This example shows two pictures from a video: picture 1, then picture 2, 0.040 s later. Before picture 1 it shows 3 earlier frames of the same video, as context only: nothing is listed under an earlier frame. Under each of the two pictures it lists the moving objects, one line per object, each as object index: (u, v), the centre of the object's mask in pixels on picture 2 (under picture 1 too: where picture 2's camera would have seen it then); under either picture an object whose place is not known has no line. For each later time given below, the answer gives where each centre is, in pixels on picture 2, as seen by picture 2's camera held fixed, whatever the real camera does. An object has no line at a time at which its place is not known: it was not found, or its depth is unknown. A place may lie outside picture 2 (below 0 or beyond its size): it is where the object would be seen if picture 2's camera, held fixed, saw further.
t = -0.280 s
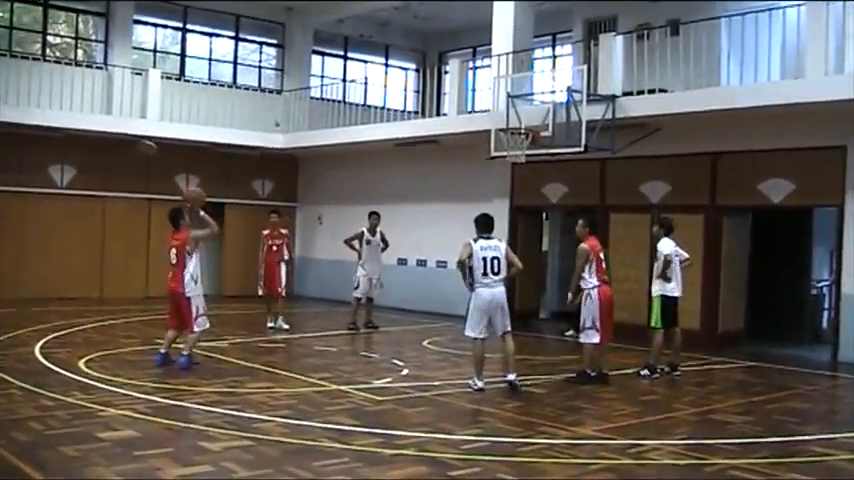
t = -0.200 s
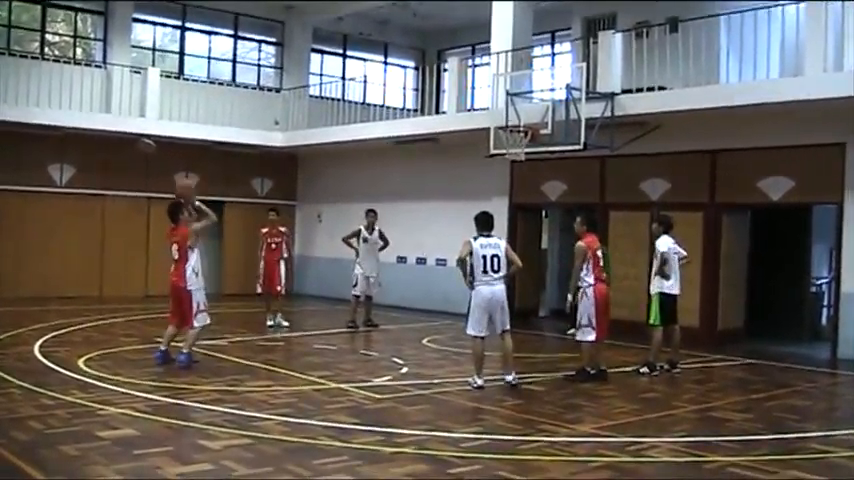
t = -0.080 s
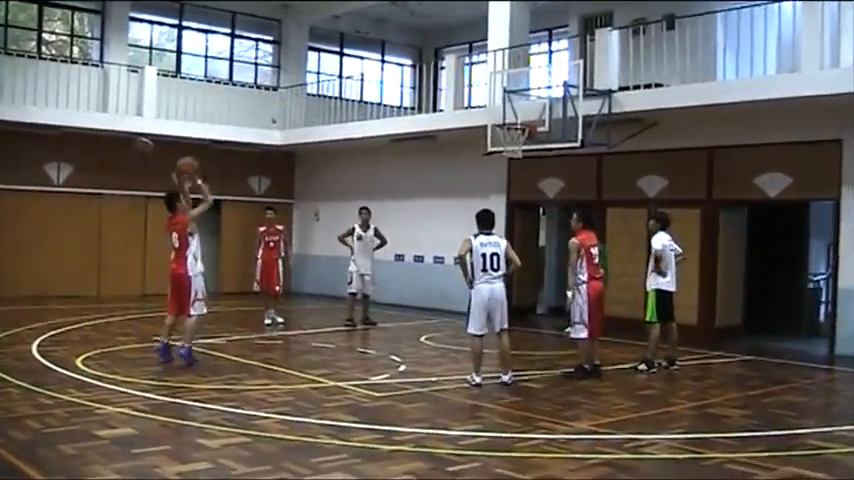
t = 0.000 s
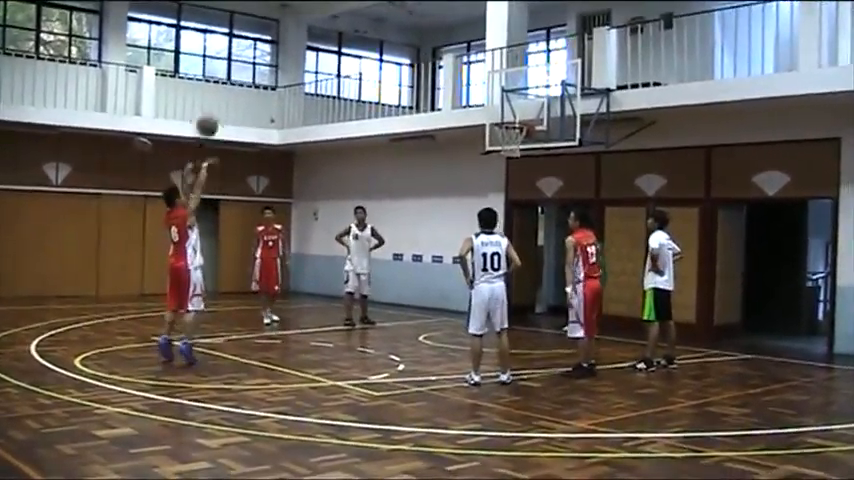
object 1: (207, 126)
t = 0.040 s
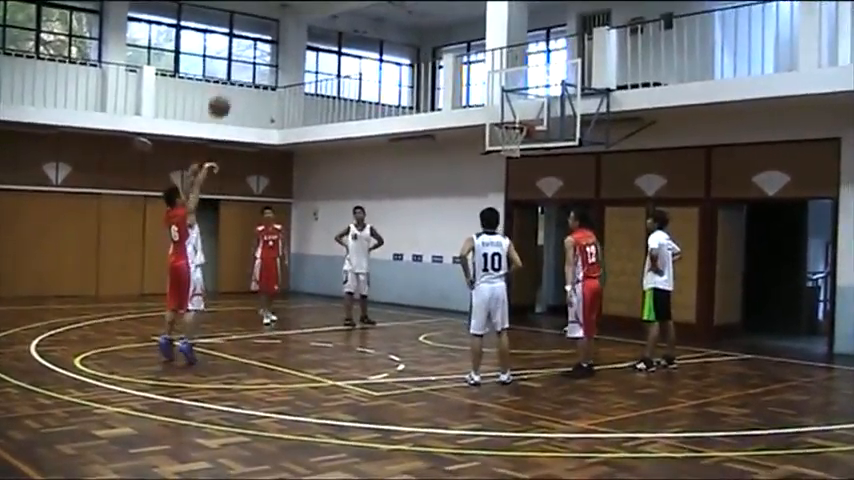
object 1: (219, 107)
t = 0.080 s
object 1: (232, 89)
